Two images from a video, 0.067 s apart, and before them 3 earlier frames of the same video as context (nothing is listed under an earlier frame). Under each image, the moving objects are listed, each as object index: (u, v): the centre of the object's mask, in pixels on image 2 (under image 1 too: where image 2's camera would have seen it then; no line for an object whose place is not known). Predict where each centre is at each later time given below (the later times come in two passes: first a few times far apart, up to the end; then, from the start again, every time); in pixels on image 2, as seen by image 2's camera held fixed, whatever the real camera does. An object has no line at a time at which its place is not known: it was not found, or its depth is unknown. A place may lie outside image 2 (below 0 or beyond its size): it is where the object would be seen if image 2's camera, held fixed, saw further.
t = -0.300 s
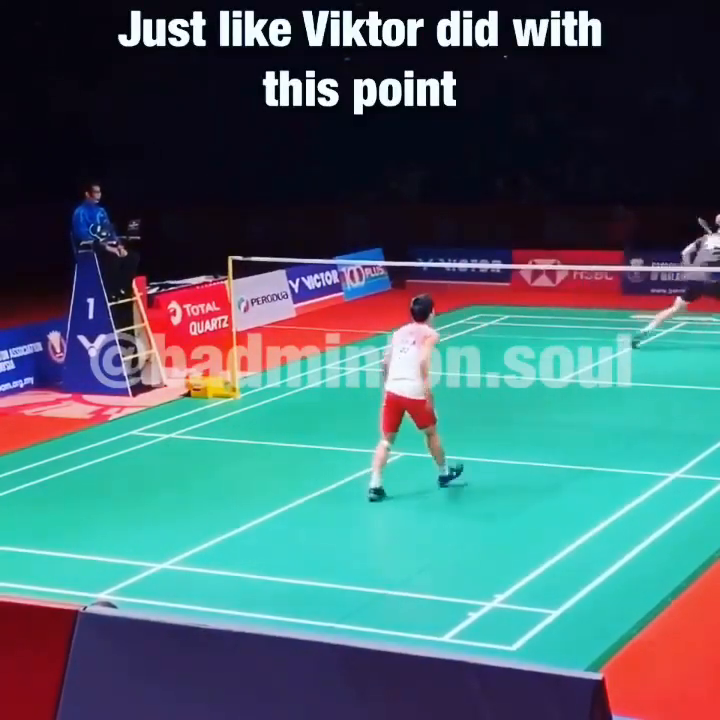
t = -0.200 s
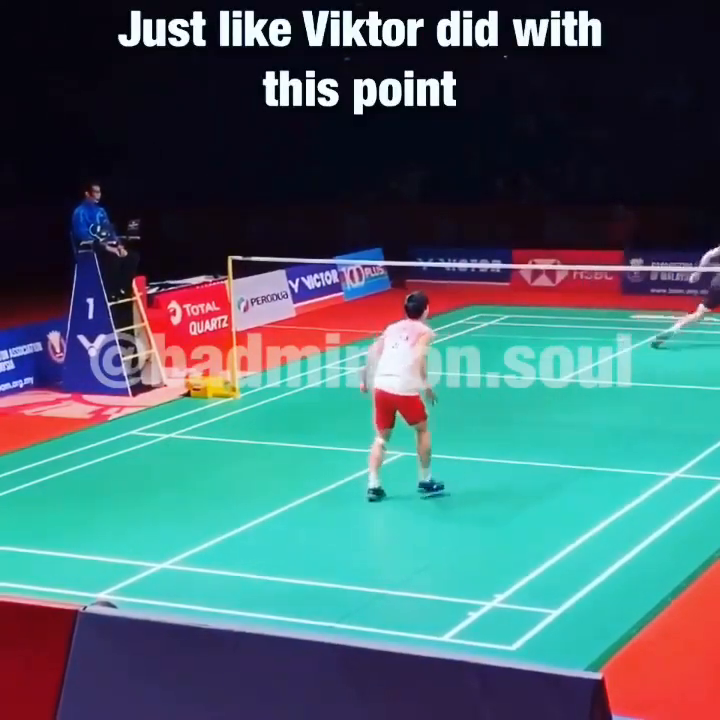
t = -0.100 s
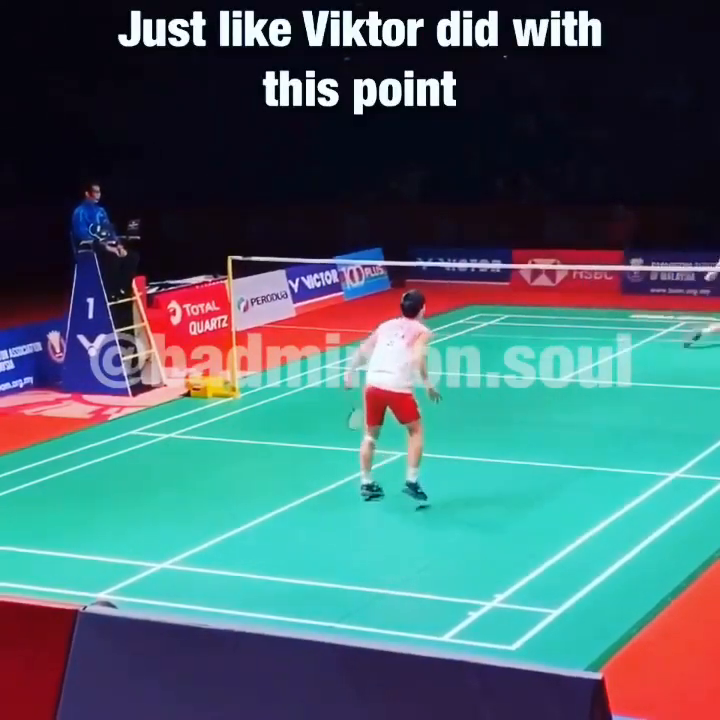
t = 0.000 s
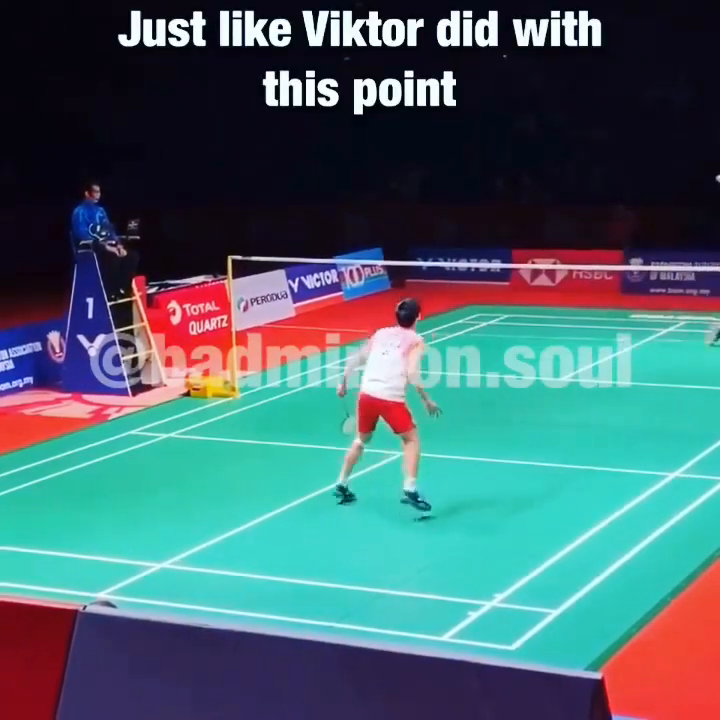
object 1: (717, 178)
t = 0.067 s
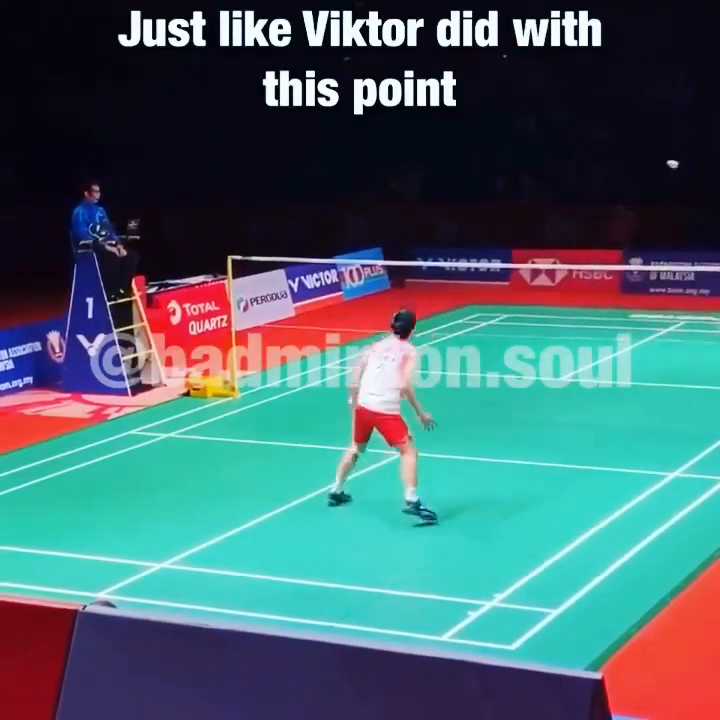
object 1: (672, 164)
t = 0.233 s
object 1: (571, 152)
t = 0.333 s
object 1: (519, 160)
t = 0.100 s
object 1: (650, 159)
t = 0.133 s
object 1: (630, 155)
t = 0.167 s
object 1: (610, 153)
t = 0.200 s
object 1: (590, 152)
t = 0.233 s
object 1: (571, 152)
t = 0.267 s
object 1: (554, 154)
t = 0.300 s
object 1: (536, 156)
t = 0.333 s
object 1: (519, 160)
